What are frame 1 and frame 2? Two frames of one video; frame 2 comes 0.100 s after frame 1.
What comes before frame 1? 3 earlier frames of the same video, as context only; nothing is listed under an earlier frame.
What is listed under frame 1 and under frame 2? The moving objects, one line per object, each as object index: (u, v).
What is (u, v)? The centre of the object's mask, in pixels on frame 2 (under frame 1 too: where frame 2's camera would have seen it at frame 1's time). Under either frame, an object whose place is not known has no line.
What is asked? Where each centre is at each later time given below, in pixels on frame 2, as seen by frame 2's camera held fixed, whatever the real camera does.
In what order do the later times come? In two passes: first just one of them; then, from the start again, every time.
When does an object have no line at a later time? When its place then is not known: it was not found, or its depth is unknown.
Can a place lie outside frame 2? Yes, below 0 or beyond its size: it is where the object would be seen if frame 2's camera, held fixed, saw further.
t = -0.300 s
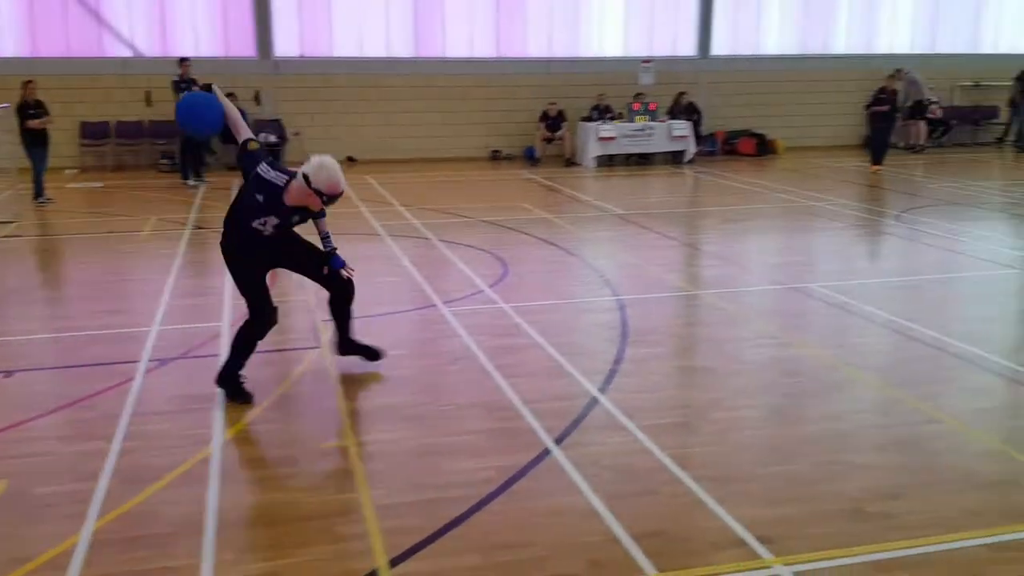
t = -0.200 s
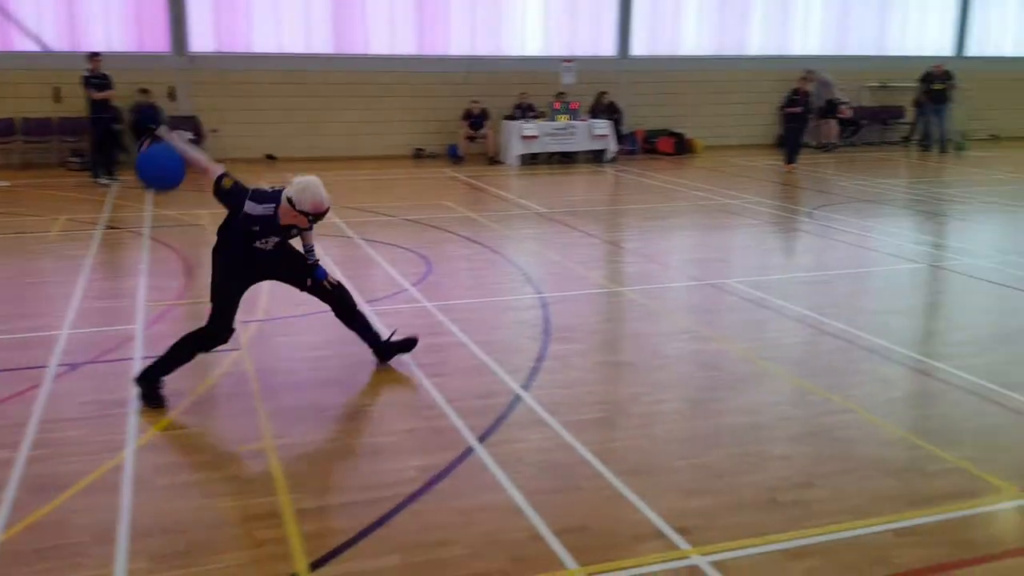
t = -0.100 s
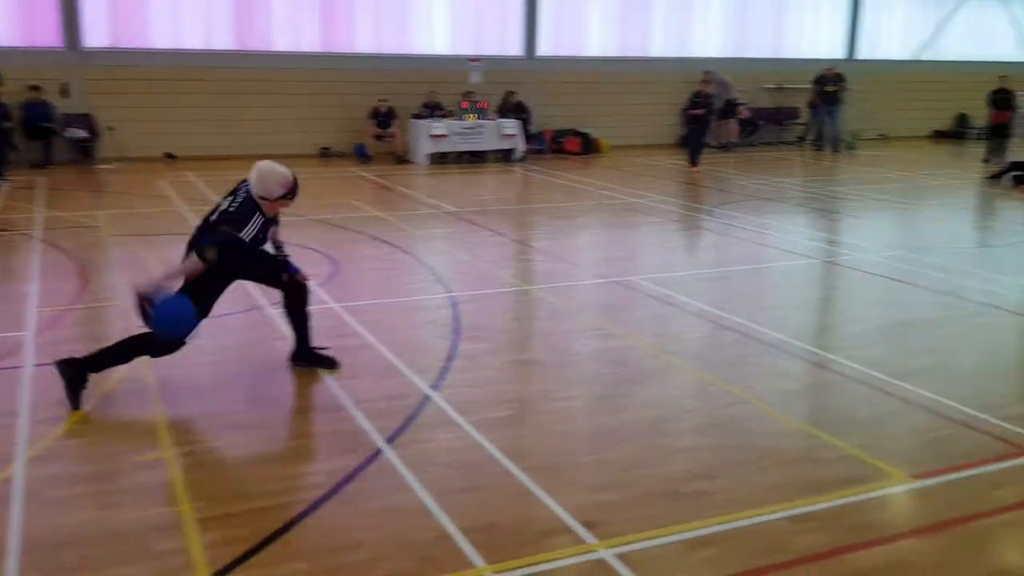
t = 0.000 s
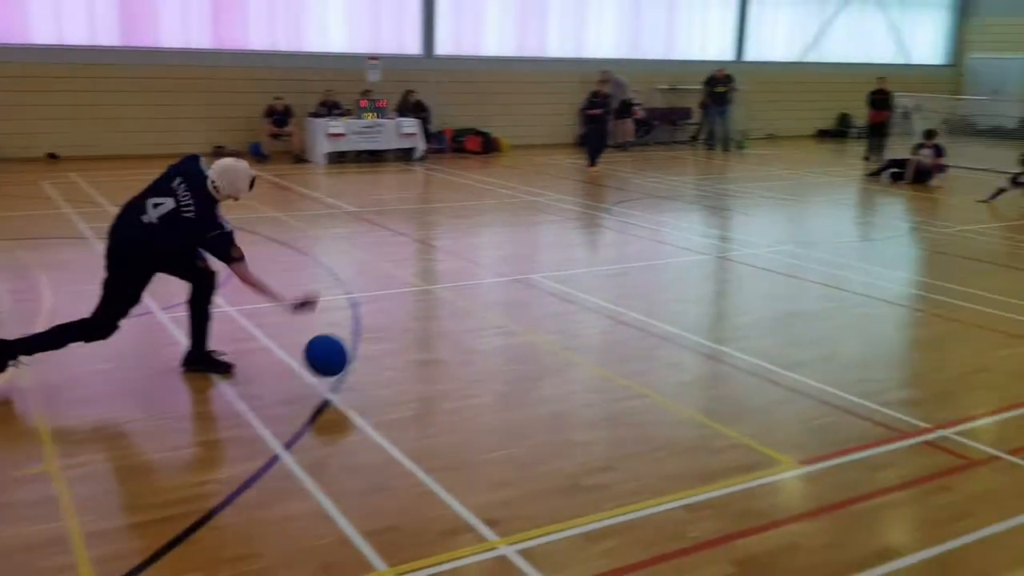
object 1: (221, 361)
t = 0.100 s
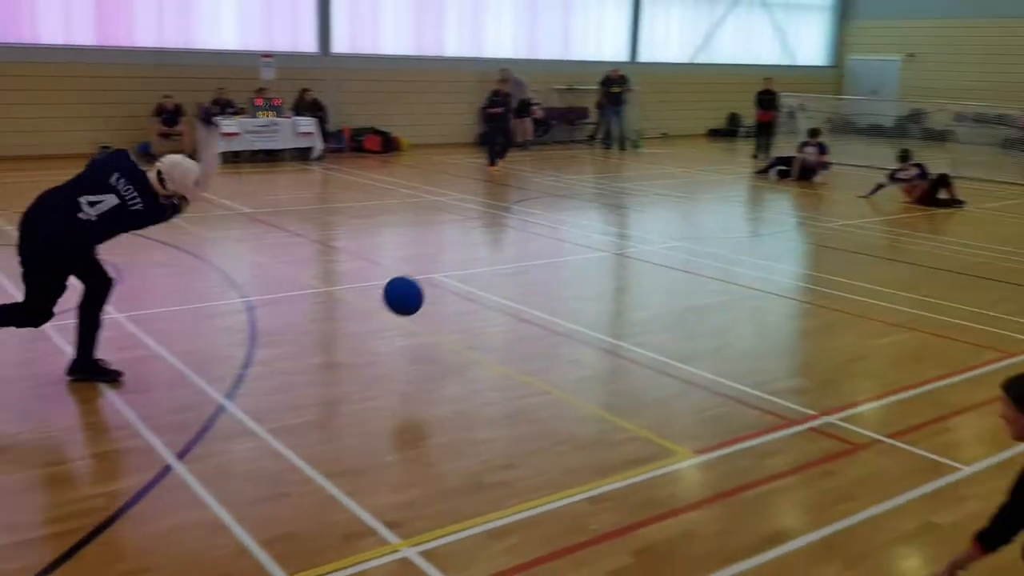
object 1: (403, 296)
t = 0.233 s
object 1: (596, 250)
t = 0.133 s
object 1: (457, 280)
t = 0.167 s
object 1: (505, 268)
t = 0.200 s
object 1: (552, 258)
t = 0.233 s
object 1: (596, 250)
